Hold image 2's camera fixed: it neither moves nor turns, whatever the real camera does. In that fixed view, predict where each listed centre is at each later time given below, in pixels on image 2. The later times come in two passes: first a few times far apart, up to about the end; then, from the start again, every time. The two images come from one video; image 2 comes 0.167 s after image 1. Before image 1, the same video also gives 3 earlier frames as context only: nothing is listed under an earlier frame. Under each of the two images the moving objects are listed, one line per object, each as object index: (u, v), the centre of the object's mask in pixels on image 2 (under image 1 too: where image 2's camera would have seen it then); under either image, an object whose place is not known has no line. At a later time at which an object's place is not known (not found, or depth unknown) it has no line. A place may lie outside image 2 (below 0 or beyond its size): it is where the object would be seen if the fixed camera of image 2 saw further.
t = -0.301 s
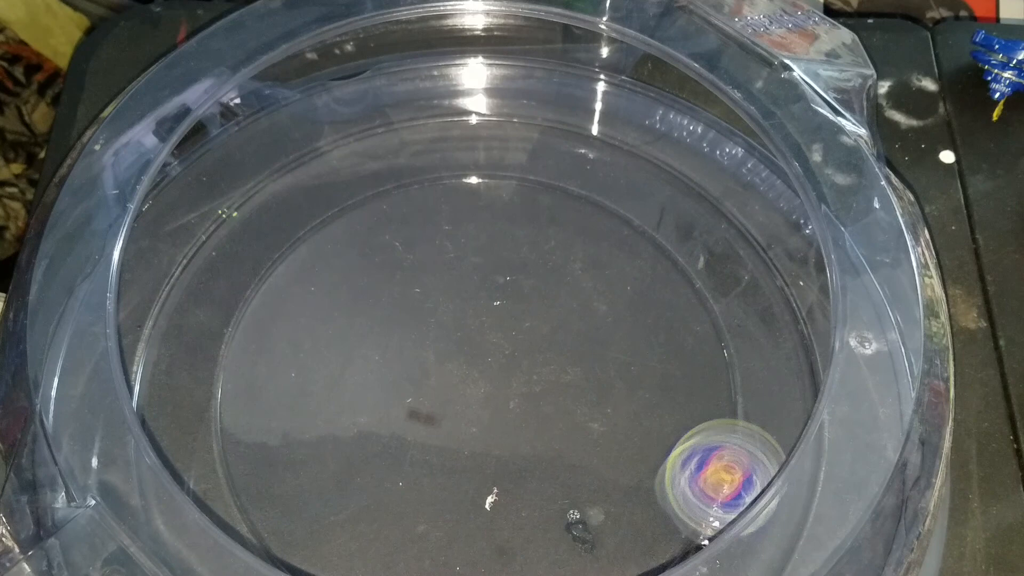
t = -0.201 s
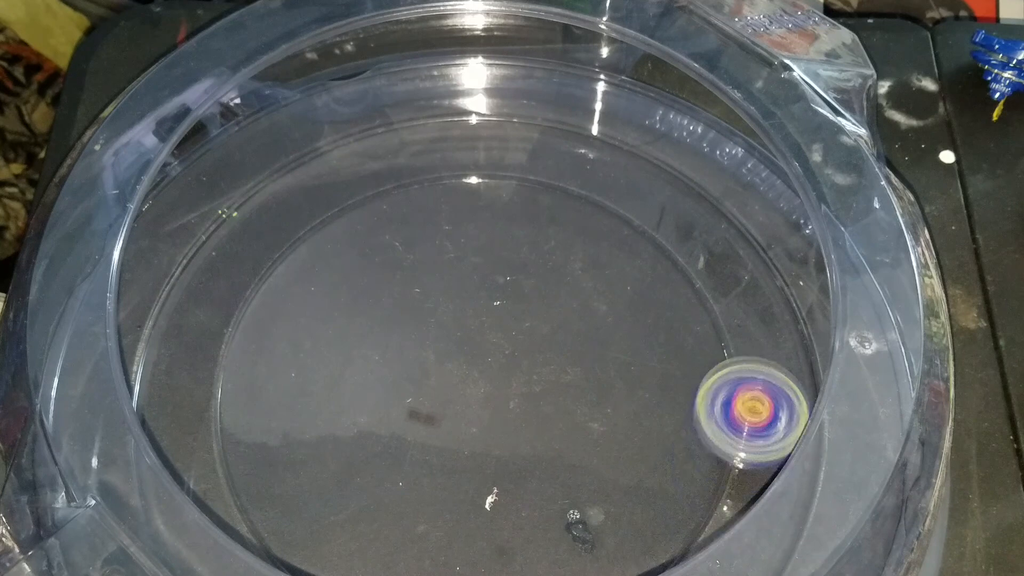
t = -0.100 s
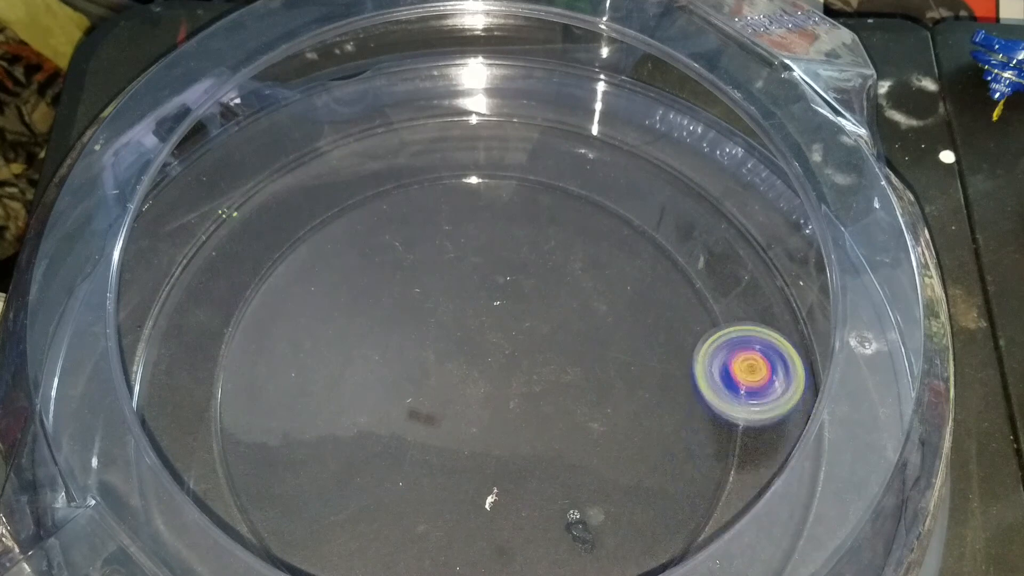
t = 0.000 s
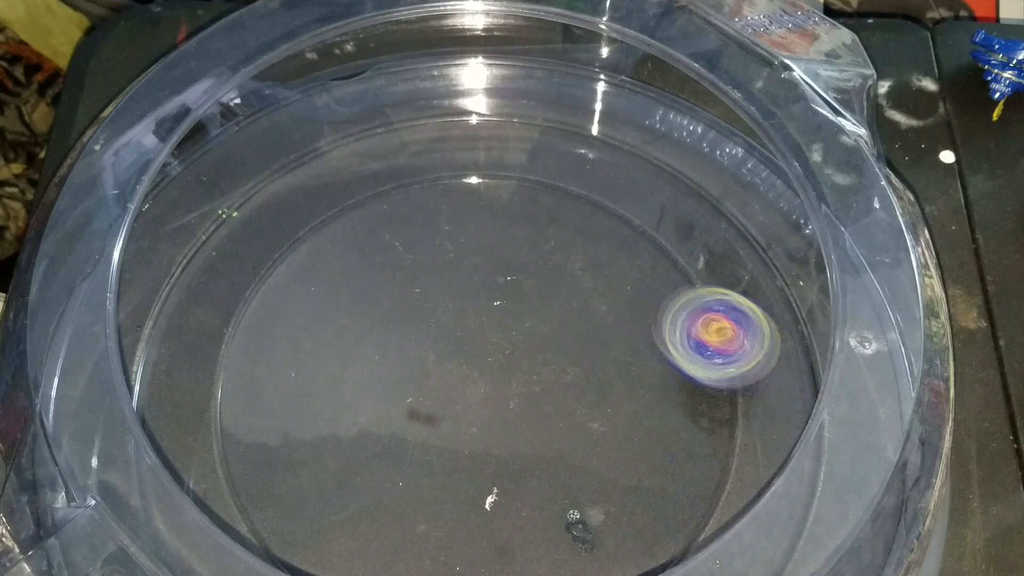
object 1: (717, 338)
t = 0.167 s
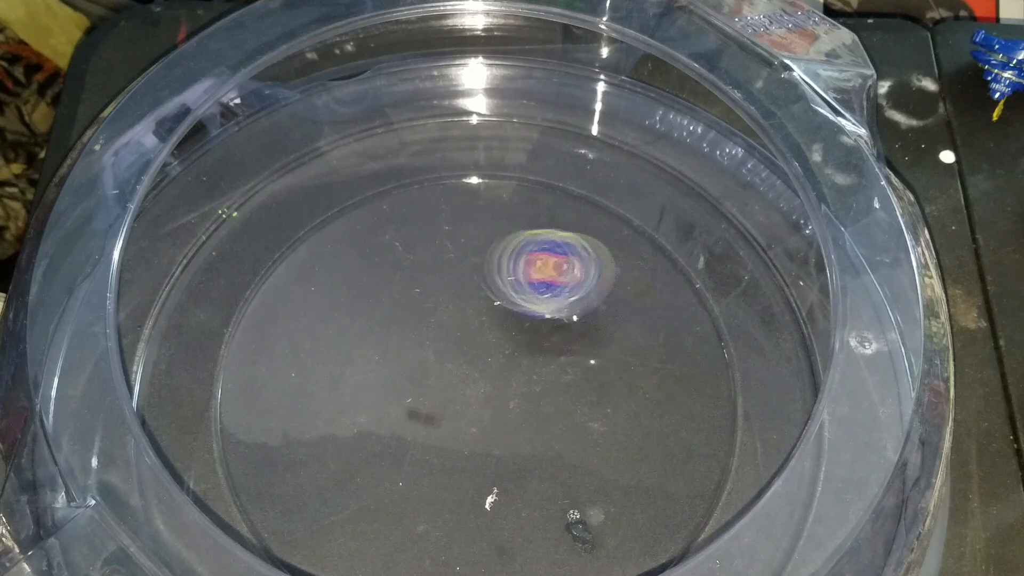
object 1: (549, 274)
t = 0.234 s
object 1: (461, 278)
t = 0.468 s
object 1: (285, 453)
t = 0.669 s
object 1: (419, 556)
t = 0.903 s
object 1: (608, 464)
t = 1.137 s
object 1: (484, 263)
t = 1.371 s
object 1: (302, 315)
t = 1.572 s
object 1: (346, 464)
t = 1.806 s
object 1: (550, 437)
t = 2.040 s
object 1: (537, 302)
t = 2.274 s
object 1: (407, 329)
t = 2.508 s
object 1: (435, 451)
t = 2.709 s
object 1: (536, 444)
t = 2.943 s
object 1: (515, 342)
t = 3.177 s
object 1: (387, 375)
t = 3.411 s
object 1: (440, 468)
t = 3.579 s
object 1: (535, 424)
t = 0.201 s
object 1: (506, 273)
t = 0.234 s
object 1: (461, 278)
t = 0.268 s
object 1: (420, 289)
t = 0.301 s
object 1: (379, 307)
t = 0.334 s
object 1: (347, 330)
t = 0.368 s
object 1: (319, 358)
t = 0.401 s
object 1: (298, 390)
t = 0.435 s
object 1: (288, 420)
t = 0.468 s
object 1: (285, 453)
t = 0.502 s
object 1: (292, 488)
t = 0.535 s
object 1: (307, 514)
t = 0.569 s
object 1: (325, 532)
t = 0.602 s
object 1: (351, 543)
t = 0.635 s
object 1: (380, 552)
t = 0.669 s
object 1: (419, 556)
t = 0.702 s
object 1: (454, 557)
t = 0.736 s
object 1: (492, 555)
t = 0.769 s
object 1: (526, 548)
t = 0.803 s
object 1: (556, 539)
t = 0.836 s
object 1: (578, 523)
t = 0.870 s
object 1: (598, 498)
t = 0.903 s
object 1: (608, 464)
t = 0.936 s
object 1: (611, 432)
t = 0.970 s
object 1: (604, 396)
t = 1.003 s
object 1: (592, 362)
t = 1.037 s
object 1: (573, 331)
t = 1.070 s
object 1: (548, 302)
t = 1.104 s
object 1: (518, 281)
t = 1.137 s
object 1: (484, 263)
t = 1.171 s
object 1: (453, 254)
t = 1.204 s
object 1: (419, 250)
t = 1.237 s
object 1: (389, 253)
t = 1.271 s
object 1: (357, 262)
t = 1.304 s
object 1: (334, 276)
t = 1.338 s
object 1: (313, 296)
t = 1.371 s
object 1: (302, 315)
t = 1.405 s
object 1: (293, 340)
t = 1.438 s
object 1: (293, 367)
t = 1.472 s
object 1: (295, 393)
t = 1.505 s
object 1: (307, 420)
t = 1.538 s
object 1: (322, 444)
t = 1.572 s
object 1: (346, 464)
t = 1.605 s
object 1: (370, 480)
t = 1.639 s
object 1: (401, 488)
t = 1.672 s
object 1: (429, 493)
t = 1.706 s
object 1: (460, 489)
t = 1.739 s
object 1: (493, 479)
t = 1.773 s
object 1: (521, 461)
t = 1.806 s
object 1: (550, 437)
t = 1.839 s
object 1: (565, 415)
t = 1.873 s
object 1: (574, 387)
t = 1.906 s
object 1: (577, 364)
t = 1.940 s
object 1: (572, 344)
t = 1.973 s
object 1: (563, 327)
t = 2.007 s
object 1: (553, 314)
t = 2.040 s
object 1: (537, 302)
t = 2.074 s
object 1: (523, 294)
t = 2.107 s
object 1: (504, 290)
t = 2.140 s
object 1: (483, 288)
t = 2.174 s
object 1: (463, 291)
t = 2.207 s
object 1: (440, 299)
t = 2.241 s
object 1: (423, 311)
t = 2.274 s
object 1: (407, 329)
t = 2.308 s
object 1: (394, 349)
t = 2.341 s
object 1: (389, 370)
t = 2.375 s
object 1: (387, 394)
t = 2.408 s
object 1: (392, 412)
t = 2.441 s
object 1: (404, 430)
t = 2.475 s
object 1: (417, 442)
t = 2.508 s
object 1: (435, 451)
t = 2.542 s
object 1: (451, 459)
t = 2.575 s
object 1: (467, 463)
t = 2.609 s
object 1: (488, 463)
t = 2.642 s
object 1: (503, 461)
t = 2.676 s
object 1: (520, 454)
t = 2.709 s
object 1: (536, 444)
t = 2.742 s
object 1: (546, 433)
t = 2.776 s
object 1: (553, 418)
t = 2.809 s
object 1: (556, 400)
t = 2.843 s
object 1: (553, 384)
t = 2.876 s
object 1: (543, 367)
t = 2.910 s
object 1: (530, 352)
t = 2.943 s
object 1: (515, 342)
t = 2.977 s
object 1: (493, 333)
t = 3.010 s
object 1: (472, 329)
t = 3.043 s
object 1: (452, 332)
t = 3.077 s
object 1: (430, 339)
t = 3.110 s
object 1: (414, 347)
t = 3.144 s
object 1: (400, 359)
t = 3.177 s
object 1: (387, 375)
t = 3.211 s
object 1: (382, 390)
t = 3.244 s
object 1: (381, 407)
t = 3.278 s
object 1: (383, 424)
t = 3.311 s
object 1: (391, 440)
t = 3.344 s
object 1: (404, 452)
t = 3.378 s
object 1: (421, 463)
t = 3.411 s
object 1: (440, 468)
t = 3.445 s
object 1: (462, 469)
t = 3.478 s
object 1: (486, 464)
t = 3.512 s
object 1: (503, 456)
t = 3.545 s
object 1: (520, 441)
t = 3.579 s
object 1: (535, 424)
